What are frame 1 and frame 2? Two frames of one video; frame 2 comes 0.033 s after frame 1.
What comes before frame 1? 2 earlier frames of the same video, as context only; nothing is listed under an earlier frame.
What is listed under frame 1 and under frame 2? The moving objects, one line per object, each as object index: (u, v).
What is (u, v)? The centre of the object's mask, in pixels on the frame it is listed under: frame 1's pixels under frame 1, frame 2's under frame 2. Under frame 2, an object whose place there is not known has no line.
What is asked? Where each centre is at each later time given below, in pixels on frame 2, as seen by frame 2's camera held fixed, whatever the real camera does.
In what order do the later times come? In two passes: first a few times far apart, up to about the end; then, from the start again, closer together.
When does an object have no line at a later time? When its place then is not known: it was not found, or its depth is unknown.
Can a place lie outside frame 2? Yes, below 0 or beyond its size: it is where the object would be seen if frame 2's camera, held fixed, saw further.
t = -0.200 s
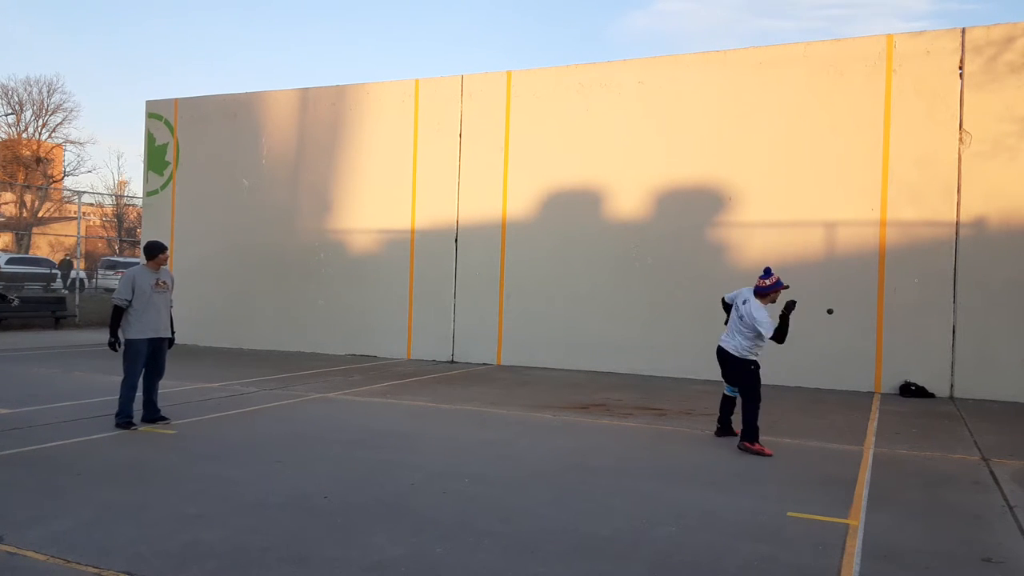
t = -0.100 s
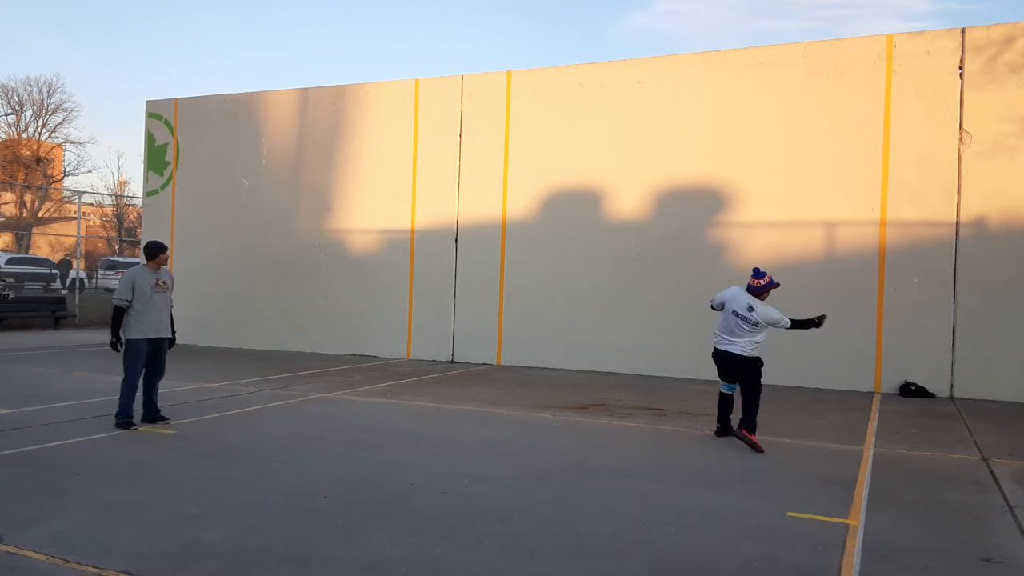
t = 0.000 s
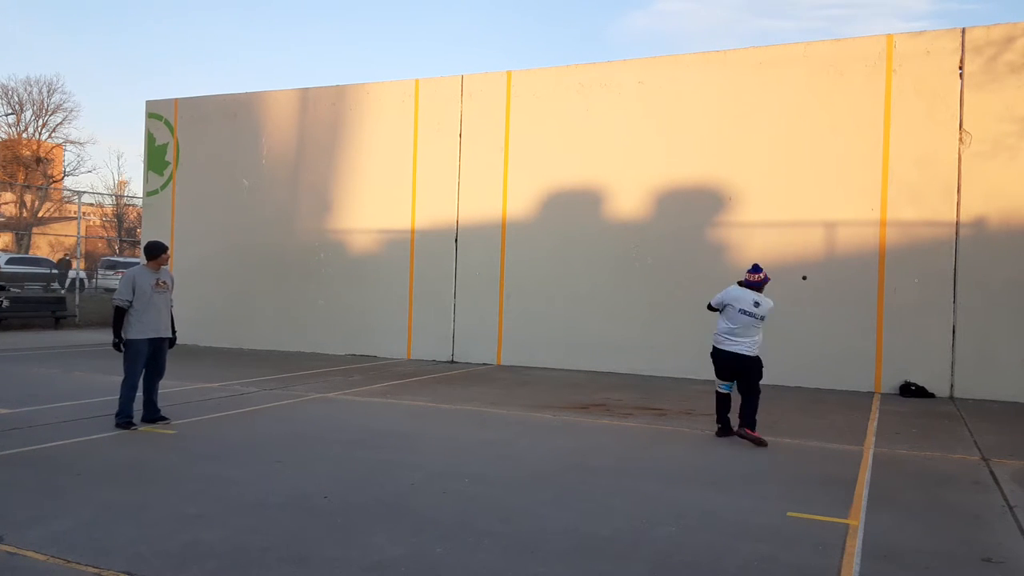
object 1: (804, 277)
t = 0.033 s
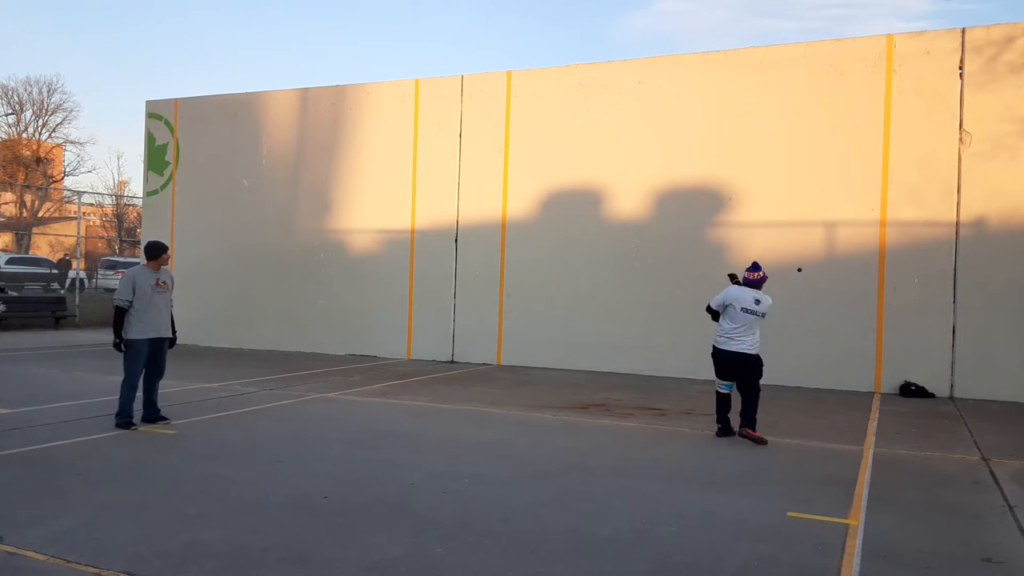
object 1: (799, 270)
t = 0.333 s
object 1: (734, 238)
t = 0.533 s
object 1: (657, 248)
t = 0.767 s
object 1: (519, 321)
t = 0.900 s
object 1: (397, 418)
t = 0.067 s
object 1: (795, 263)
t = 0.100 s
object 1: (791, 259)
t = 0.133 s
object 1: (788, 256)
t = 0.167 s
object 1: (781, 251)
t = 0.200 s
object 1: (772, 248)
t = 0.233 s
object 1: (764, 244)
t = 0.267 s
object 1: (754, 242)
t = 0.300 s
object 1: (745, 239)
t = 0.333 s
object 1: (734, 238)
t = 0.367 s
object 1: (723, 238)
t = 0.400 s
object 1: (712, 238)
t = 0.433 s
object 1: (699, 239)
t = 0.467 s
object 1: (686, 241)
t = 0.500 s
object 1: (672, 244)
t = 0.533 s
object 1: (657, 248)
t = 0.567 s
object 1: (641, 254)
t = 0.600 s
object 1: (624, 261)
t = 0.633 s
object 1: (606, 269)
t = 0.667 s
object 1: (587, 279)
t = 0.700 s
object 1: (566, 291)
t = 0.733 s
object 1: (543, 305)
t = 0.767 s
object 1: (519, 321)
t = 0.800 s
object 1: (493, 340)
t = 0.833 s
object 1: (464, 362)
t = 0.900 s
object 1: (397, 418)
